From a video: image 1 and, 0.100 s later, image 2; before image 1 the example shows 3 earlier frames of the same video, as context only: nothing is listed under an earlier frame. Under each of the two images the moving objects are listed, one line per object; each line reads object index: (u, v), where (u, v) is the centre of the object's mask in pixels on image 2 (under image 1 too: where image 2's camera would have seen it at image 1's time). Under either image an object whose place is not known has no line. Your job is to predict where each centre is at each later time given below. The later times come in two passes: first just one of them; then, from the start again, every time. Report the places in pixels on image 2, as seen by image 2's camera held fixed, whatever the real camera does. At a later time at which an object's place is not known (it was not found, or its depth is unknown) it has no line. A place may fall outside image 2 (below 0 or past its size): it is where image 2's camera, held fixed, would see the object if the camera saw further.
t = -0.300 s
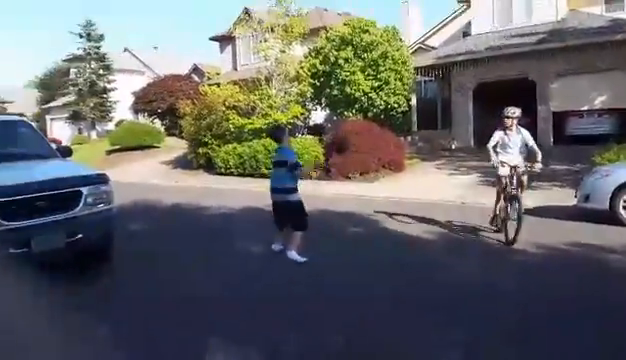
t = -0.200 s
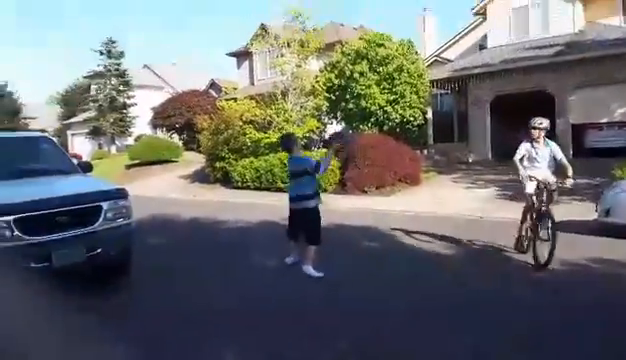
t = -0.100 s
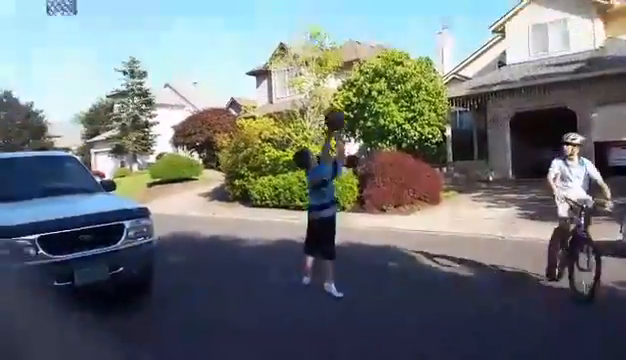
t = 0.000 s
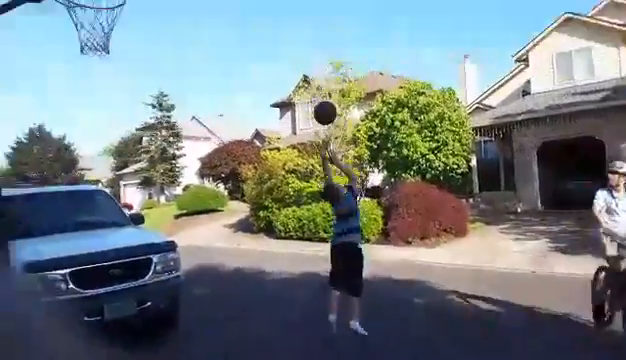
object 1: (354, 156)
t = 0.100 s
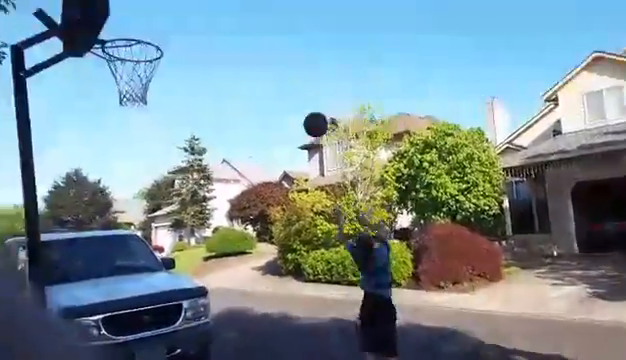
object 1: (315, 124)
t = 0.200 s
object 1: (267, 106)
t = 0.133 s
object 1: (300, 117)
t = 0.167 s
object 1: (284, 111)
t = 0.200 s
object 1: (267, 106)
